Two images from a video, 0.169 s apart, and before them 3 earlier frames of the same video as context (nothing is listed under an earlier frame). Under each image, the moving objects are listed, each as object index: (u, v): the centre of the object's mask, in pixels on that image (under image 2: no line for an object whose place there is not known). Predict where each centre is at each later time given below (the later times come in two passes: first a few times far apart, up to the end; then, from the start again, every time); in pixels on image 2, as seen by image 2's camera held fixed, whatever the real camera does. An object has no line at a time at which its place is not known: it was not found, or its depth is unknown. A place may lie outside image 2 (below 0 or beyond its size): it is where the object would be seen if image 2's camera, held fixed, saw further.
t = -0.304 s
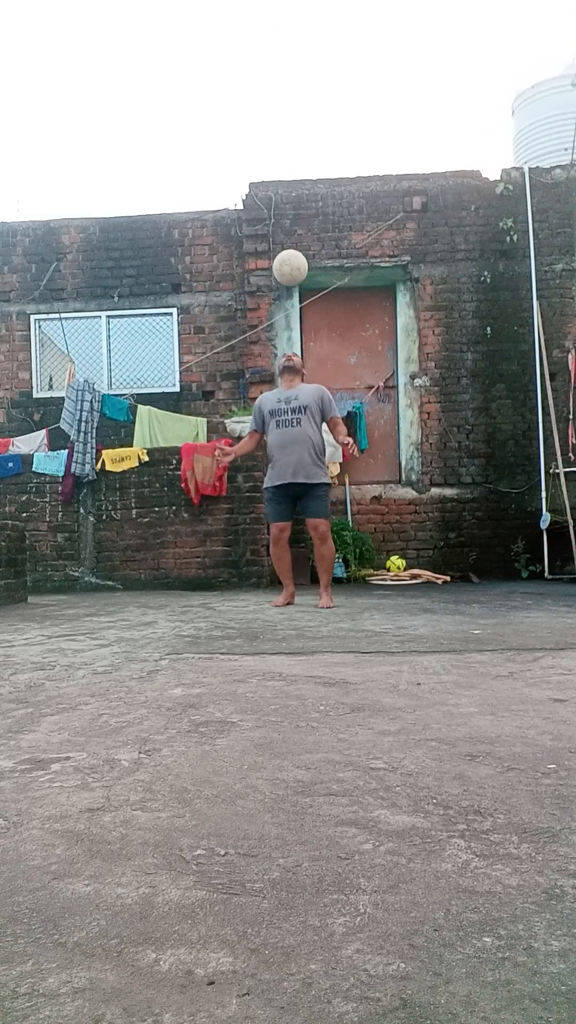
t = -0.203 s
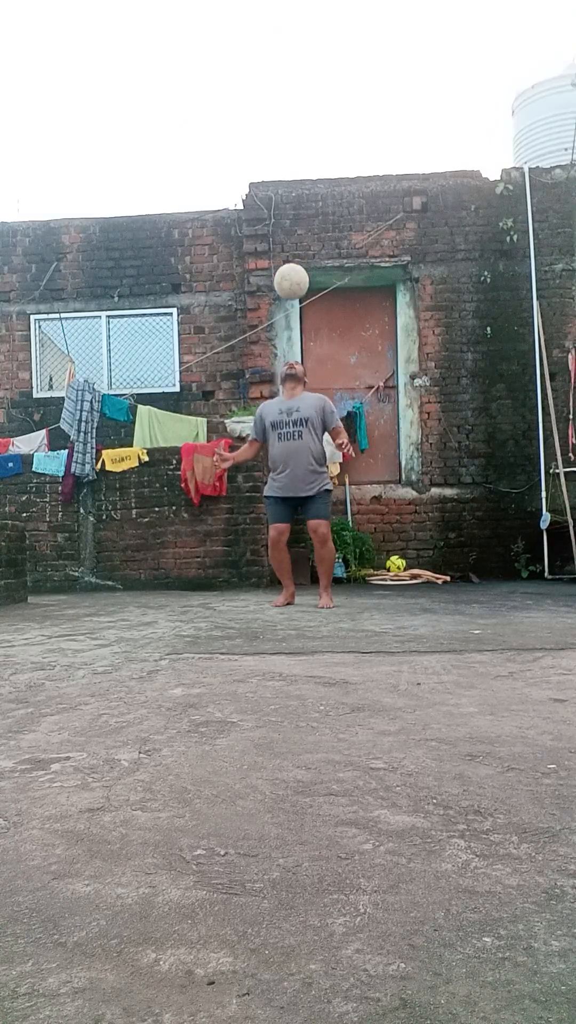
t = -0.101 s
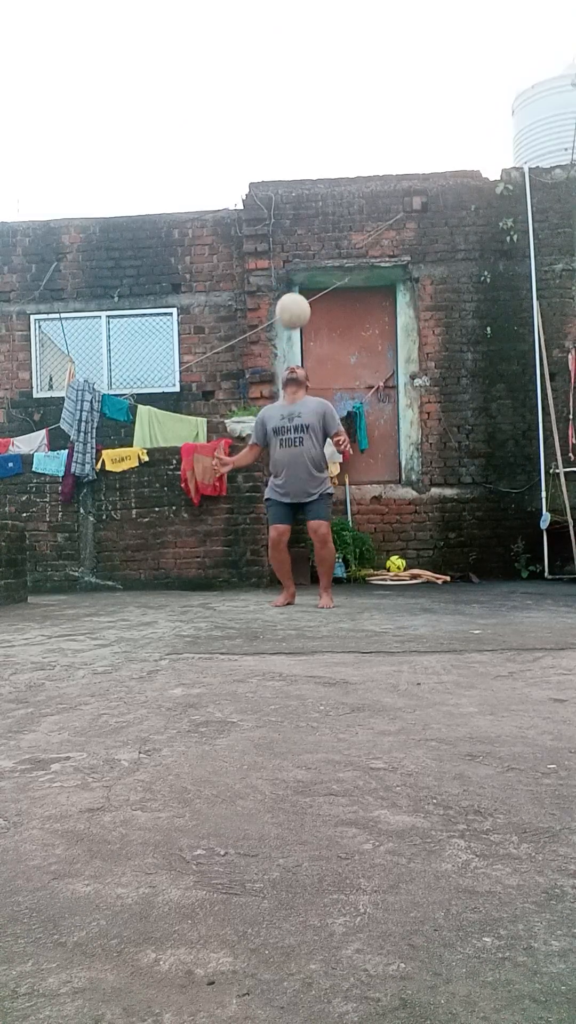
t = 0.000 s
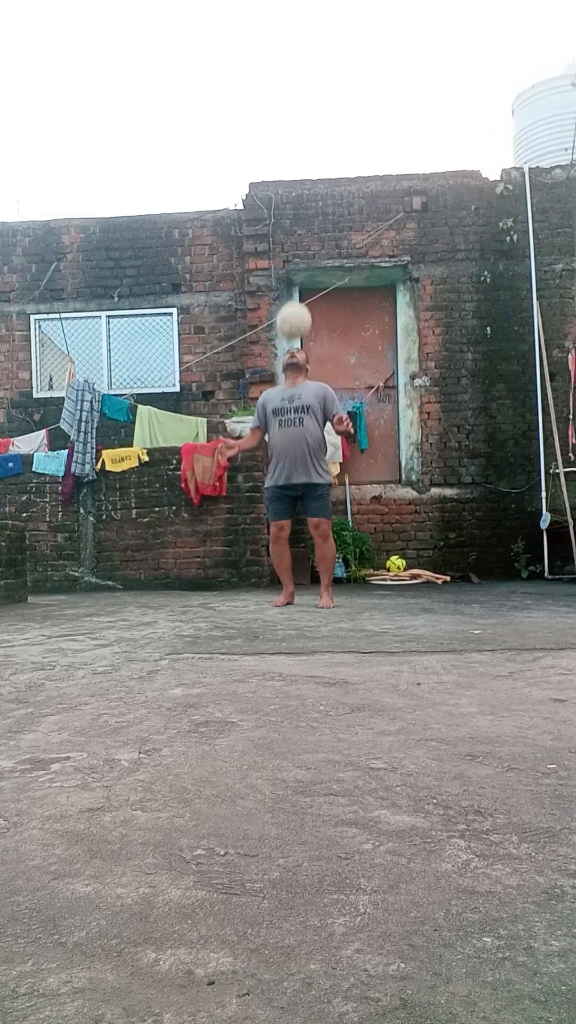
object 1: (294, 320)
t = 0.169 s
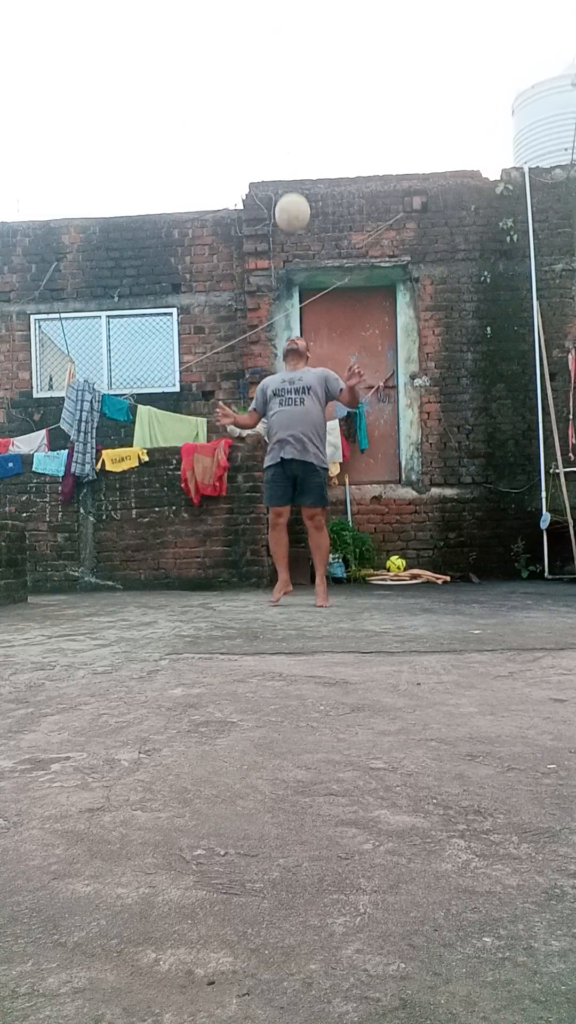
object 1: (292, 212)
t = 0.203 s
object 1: (292, 197)
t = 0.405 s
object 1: (292, 137)
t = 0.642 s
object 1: (293, 145)
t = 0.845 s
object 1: (296, 218)
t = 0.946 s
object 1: (297, 277)
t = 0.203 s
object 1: (292, 197)
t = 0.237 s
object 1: (292, 183)
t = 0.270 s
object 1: (292, 170)
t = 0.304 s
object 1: (292, 159)
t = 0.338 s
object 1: (292, 150)
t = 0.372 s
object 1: (292, 142)
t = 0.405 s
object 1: (292, 137)
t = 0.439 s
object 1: (292, 133)
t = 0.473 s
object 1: (292, 131)
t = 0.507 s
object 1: (292, 130)
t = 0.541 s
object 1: (292, 131)
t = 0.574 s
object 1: (292, 134)
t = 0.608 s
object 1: (293, 139)
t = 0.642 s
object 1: (293, 145)
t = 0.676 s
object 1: (293, 153)
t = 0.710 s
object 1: (294, 163)
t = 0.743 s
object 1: (294, 174)
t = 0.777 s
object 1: (295, 188)
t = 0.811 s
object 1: (295, 201)
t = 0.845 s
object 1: (296, 218)
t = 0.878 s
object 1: (296, 236)
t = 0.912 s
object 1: (297, 255)
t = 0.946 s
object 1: (297, 277)
